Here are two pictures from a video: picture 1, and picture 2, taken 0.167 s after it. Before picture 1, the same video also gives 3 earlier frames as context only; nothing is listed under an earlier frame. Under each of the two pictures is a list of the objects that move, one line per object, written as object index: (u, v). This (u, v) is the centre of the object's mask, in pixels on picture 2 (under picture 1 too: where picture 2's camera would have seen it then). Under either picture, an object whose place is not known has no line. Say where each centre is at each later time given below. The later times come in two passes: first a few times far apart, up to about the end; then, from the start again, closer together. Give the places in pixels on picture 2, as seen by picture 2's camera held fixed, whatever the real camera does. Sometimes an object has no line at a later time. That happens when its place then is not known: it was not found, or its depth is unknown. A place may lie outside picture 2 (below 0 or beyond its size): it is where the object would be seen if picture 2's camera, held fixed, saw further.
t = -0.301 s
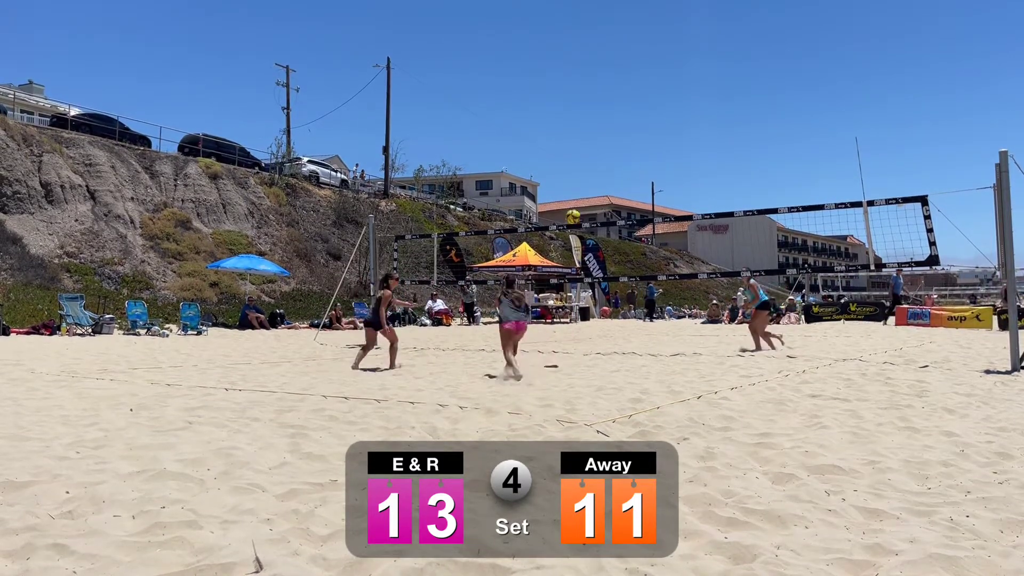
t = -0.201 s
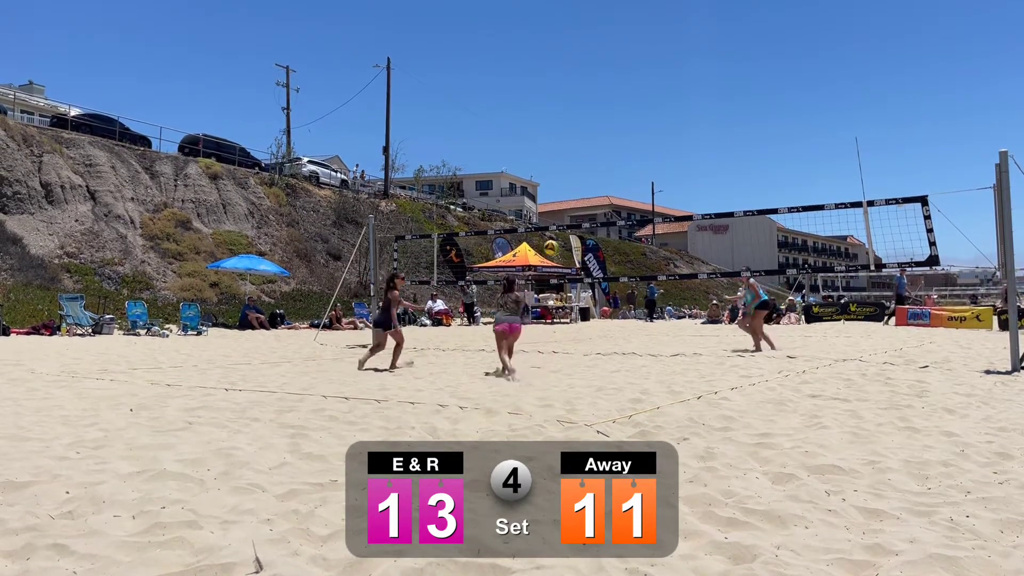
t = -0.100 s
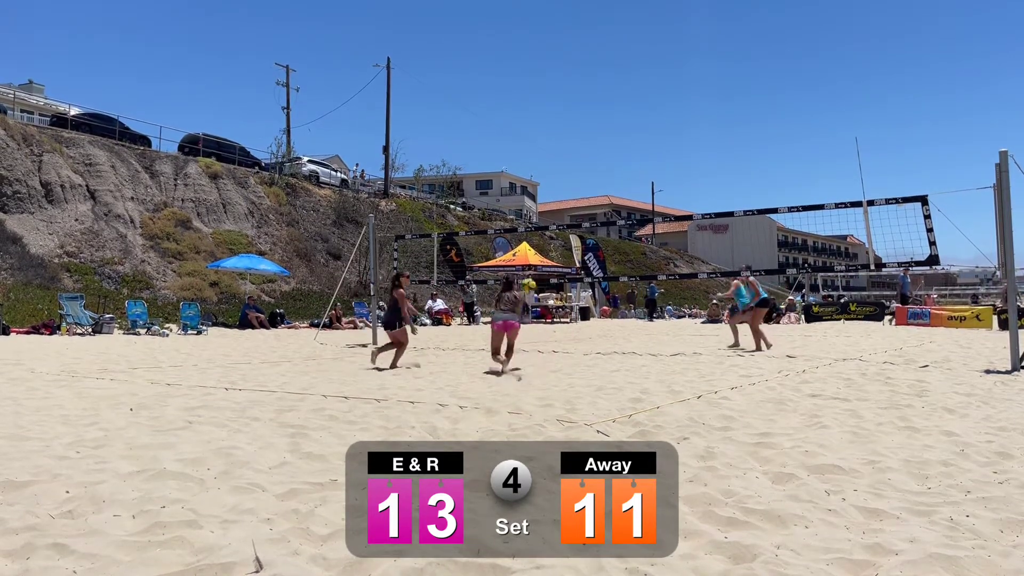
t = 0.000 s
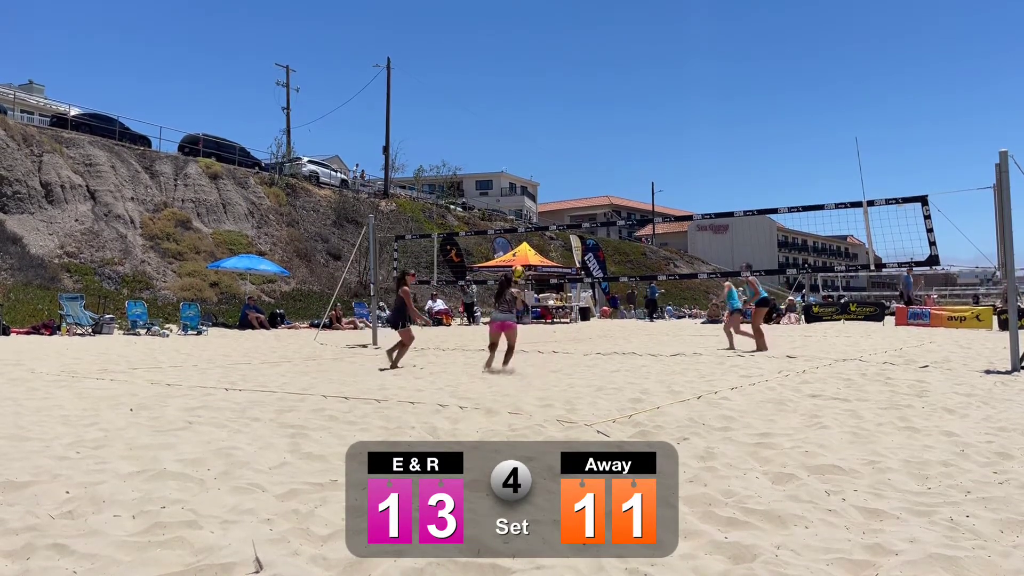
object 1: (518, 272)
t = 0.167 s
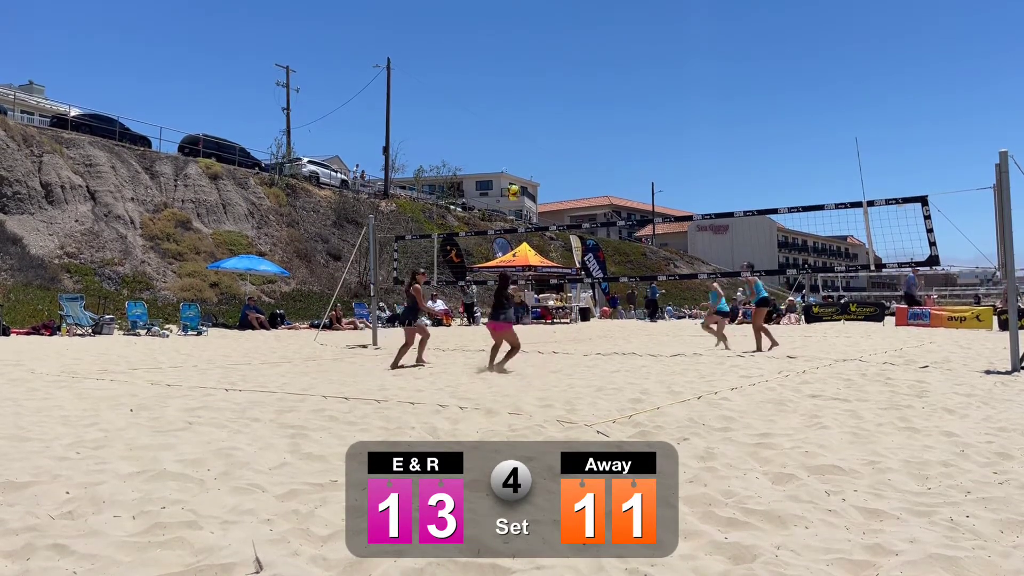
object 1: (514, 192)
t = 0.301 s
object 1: (510, 141)
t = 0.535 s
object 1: (503, 79)
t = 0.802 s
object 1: (494, 55)
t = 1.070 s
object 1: (485, 82)
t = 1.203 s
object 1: (481, 116)
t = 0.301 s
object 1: (510, 141)
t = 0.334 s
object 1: (509, 130)
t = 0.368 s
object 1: (508, 120)
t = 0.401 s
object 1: (511, 110)
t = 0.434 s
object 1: (508, 101)
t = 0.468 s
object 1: (507, 93)
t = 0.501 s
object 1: (504, 86)
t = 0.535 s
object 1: (503, 79)
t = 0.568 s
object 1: (501, 74)
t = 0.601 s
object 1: (500, 68)
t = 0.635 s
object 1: (499, 64)
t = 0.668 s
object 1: (498, 61)
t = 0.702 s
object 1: (497, 58)
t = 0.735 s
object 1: (495, 56)
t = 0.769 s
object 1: (494, 55)
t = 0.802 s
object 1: (494, 55)
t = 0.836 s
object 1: (492, 56)
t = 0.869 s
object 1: (491, 56)
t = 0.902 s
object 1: (490, 59)
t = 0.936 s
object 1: (489, 62)
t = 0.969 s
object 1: (488, 66)
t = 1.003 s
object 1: (487, 70)
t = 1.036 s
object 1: (486, 75)
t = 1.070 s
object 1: (485, 82)
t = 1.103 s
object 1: (484, 88)
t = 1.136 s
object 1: (483, 97)
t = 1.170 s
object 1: (482, 106)
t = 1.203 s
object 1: (481, 116)
